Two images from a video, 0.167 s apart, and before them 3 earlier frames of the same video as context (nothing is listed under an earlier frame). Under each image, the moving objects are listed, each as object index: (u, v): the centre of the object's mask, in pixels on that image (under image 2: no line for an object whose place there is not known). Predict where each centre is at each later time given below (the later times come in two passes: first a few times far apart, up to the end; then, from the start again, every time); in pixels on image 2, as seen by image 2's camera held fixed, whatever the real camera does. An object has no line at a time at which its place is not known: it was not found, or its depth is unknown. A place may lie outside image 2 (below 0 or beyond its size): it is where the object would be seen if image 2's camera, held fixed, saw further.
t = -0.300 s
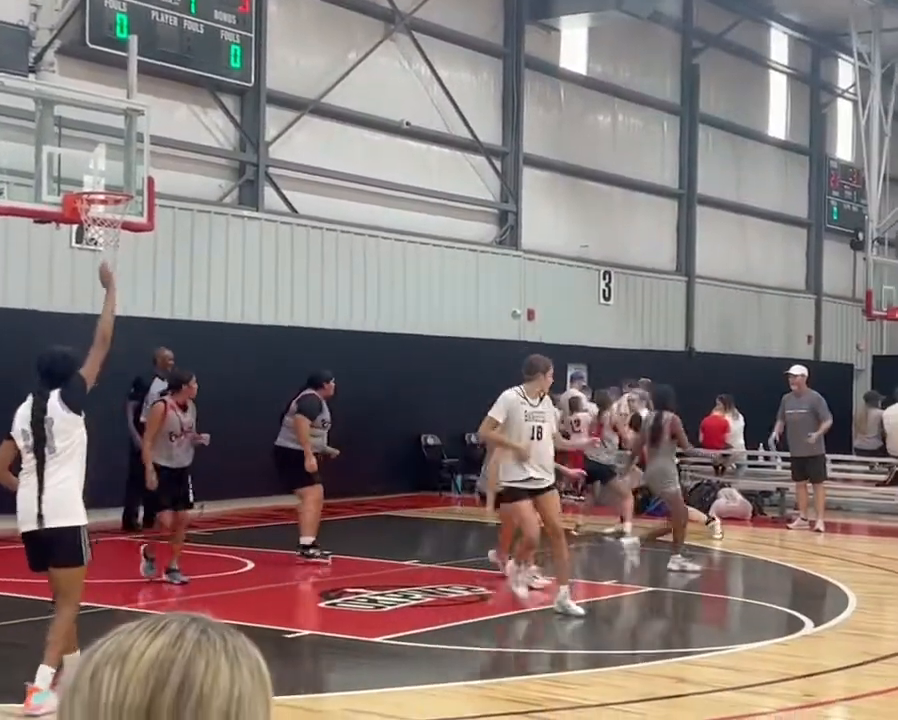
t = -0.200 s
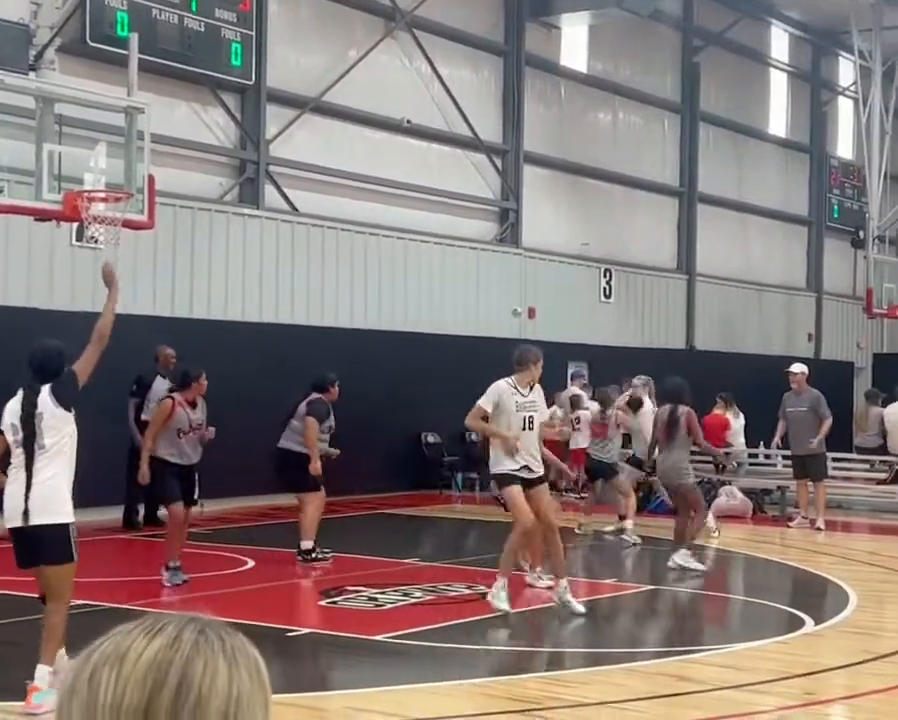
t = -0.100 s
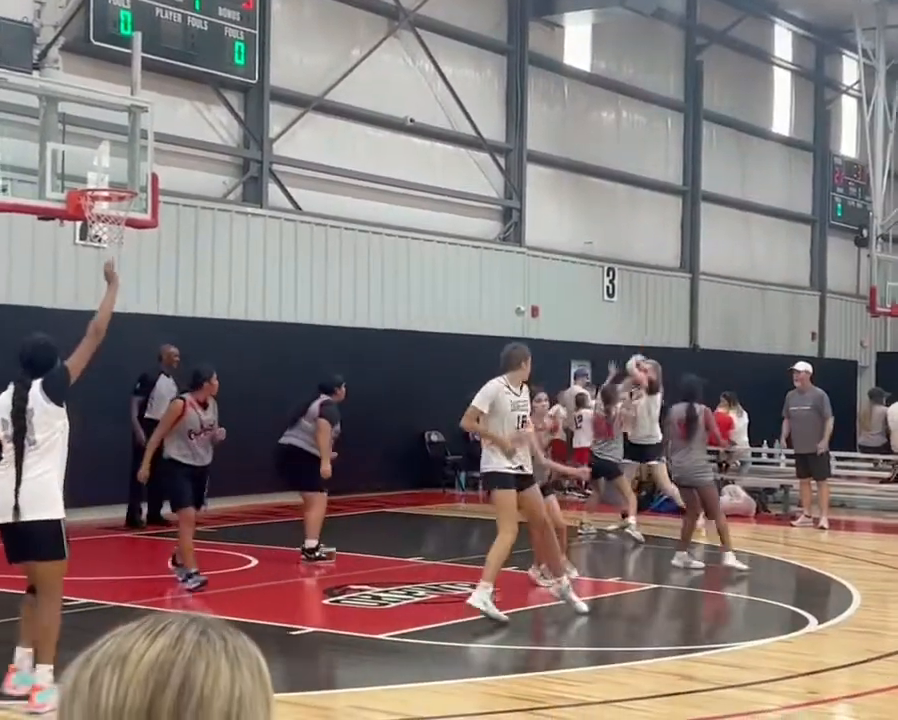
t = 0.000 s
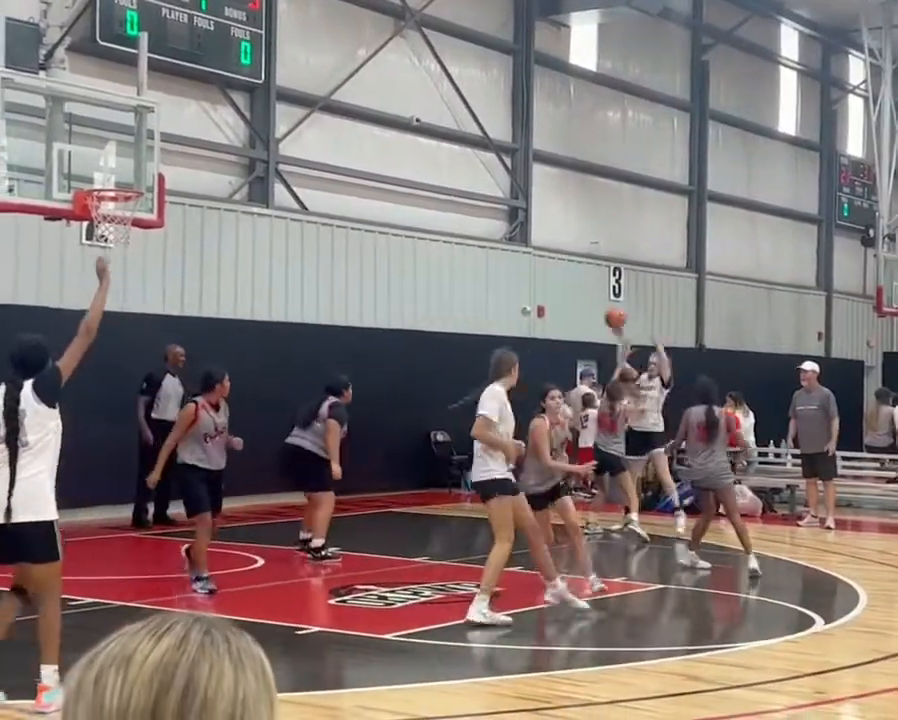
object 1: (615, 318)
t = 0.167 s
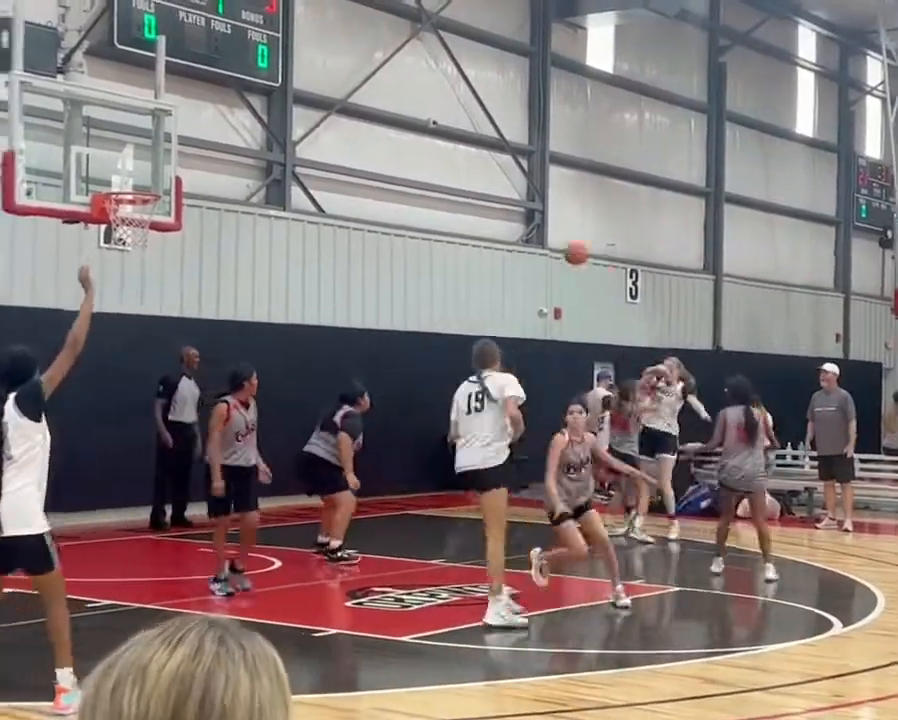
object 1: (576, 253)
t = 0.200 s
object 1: (564, 241)
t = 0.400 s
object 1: (483, 193)
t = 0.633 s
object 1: (363, 184)
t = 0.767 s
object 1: (277, 215)
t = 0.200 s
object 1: (564, 241)
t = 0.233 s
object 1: (552, 231)
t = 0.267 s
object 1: (538, 223)
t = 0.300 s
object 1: (527, 213)
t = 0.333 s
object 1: (512, 205)
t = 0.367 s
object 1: (497, 198)
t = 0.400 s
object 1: (483, 193)
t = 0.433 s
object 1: (467, 188)
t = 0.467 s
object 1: (452, 185)
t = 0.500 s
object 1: (436, 182)
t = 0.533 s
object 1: (419, 180)
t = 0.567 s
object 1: (400, 180)
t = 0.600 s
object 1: (383, 182)
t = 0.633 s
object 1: (363, 184)
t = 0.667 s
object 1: (342, 189)
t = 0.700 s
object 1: (322, 197)
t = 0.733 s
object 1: (300, 204)
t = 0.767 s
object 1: (277, 215)
